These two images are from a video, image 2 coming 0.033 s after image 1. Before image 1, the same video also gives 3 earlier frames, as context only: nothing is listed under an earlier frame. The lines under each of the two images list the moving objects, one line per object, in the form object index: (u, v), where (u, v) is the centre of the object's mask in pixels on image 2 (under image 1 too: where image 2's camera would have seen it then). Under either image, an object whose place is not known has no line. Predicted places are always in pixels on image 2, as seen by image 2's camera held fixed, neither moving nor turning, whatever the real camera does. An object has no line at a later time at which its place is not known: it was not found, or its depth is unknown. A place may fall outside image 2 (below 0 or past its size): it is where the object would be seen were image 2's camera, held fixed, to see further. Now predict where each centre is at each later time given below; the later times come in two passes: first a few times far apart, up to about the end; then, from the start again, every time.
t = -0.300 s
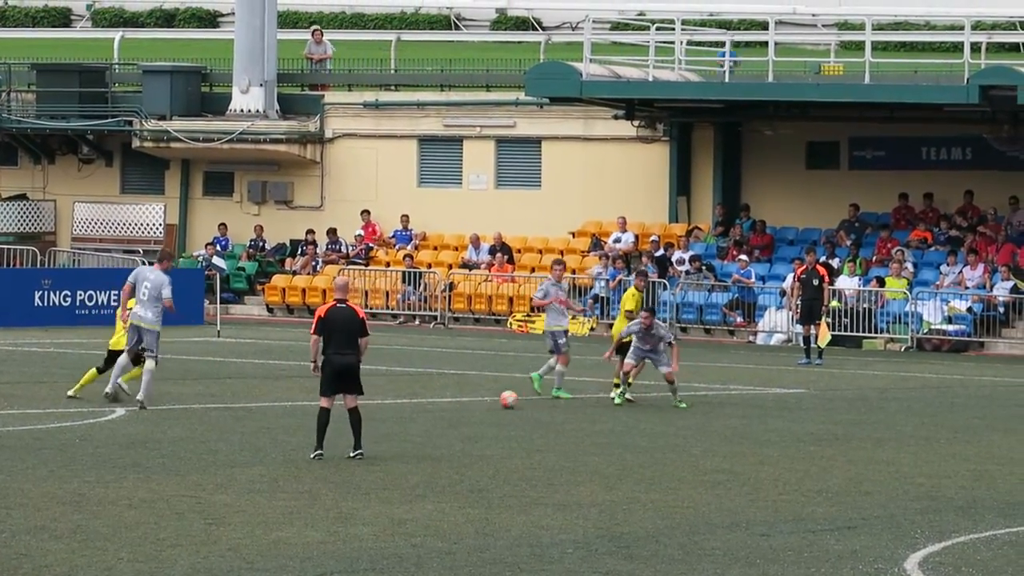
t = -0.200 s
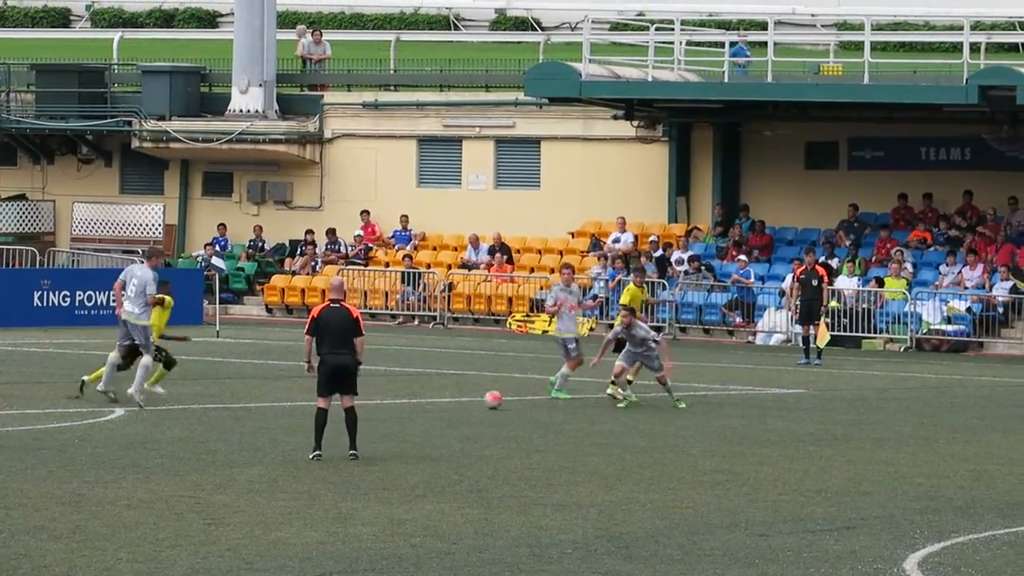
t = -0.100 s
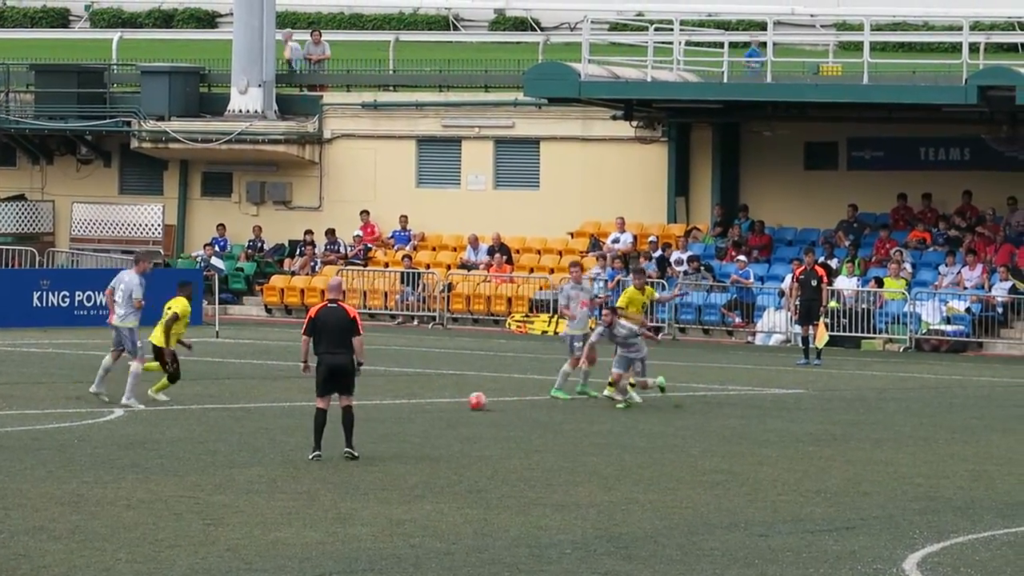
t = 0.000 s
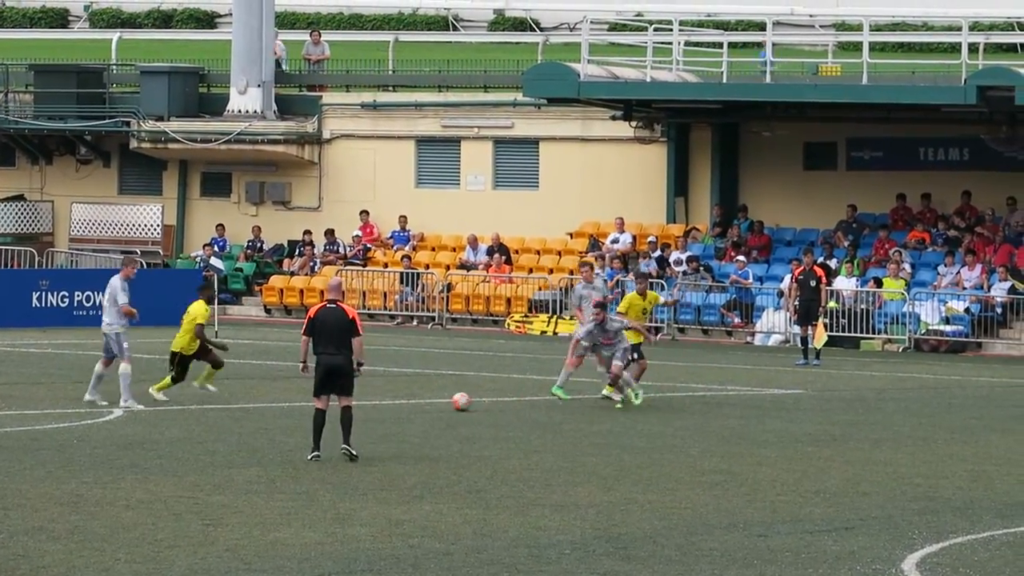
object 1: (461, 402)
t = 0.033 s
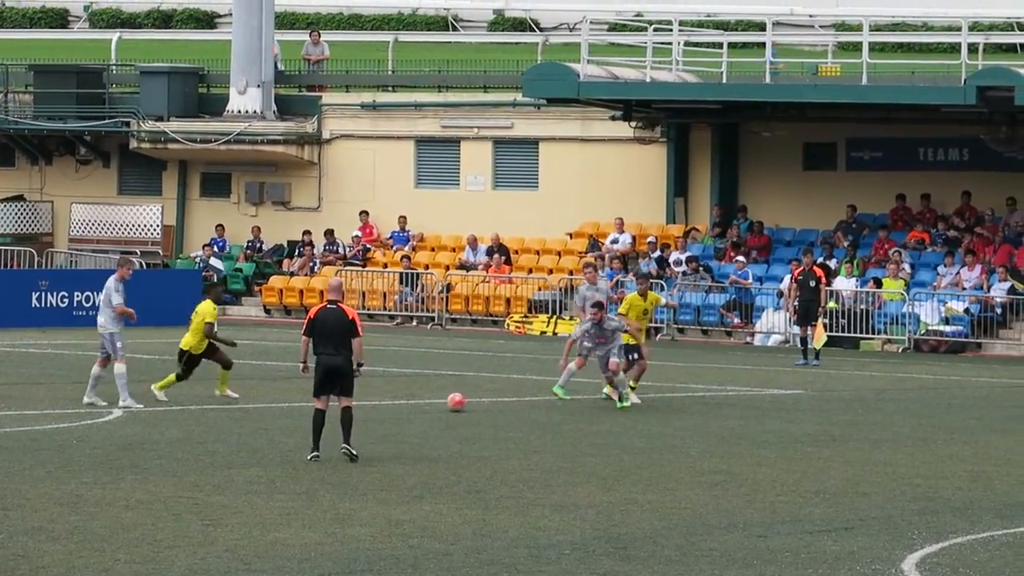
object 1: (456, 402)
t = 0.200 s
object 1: (431, 404)
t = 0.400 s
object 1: (402, 404)
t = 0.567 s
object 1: (377, 405)
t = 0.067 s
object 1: (451, 403)
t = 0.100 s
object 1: (446, 402)
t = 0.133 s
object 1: (440, 402)
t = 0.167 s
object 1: (436, 403)
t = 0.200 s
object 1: (431, 404)
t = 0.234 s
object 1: (426, 403)
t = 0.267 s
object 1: (421, 403)
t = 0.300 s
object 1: (416, 404)
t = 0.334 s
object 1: (412, 404)
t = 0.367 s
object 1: (407, 404)
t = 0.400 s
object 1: (402, 404)
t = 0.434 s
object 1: (396, 403)
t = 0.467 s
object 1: (392, 404)
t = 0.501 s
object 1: (388, 405)
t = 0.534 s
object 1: (383, 404)
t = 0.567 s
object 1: (377, 405)
